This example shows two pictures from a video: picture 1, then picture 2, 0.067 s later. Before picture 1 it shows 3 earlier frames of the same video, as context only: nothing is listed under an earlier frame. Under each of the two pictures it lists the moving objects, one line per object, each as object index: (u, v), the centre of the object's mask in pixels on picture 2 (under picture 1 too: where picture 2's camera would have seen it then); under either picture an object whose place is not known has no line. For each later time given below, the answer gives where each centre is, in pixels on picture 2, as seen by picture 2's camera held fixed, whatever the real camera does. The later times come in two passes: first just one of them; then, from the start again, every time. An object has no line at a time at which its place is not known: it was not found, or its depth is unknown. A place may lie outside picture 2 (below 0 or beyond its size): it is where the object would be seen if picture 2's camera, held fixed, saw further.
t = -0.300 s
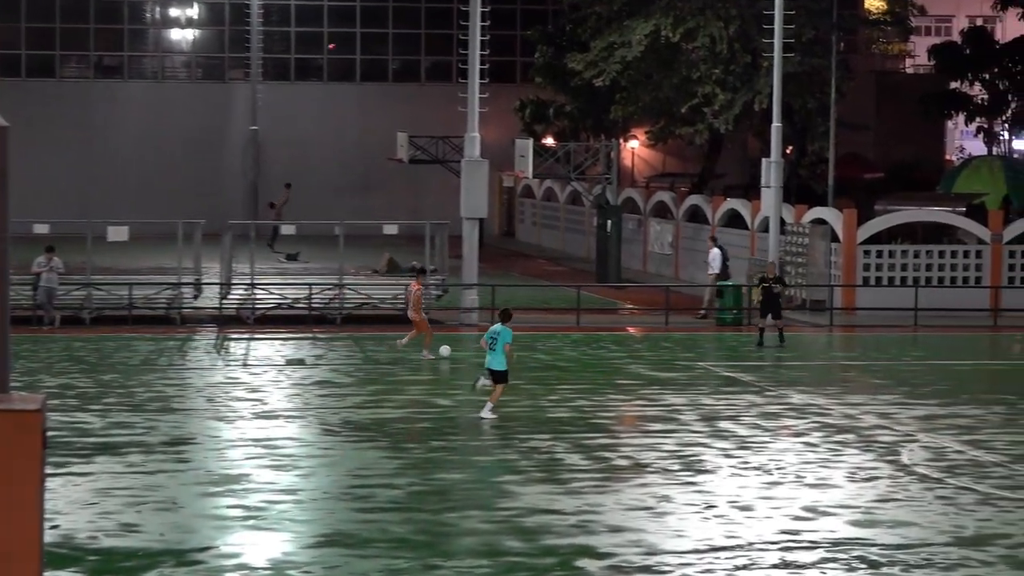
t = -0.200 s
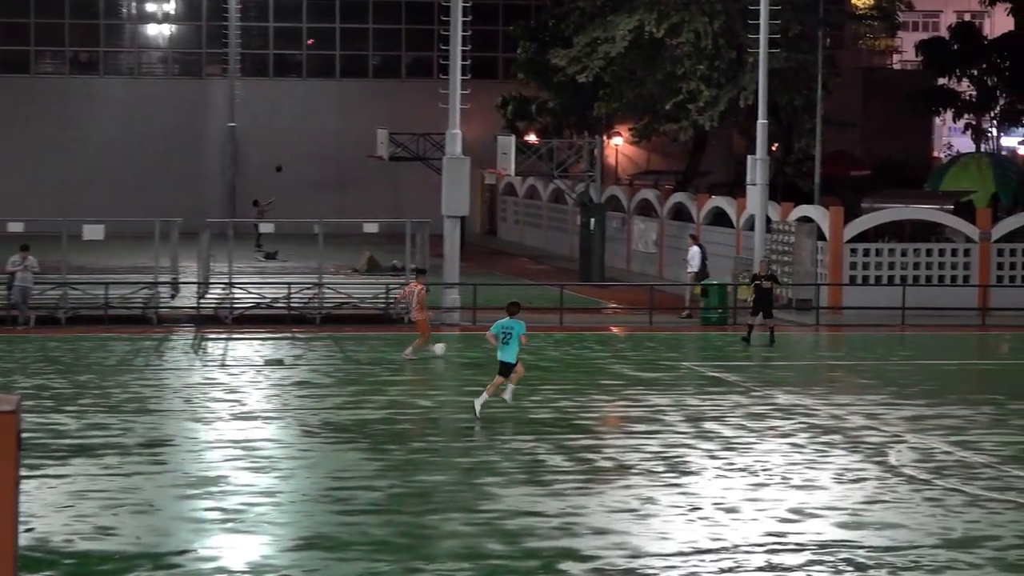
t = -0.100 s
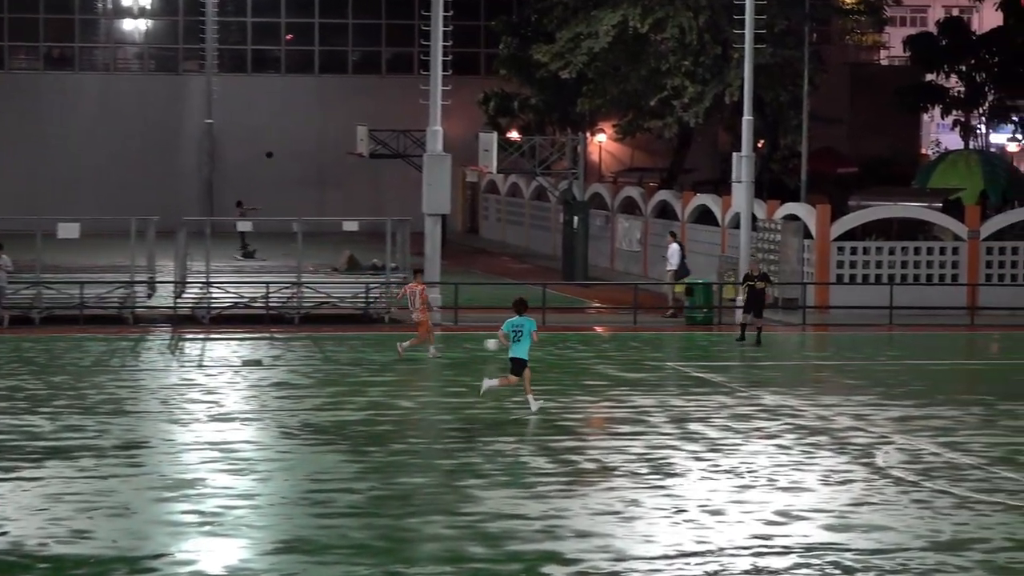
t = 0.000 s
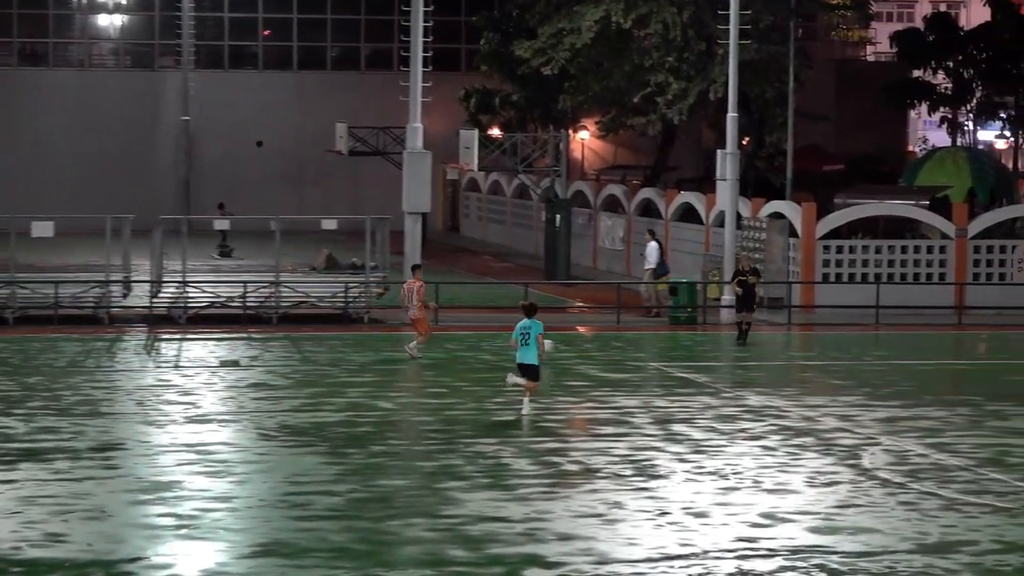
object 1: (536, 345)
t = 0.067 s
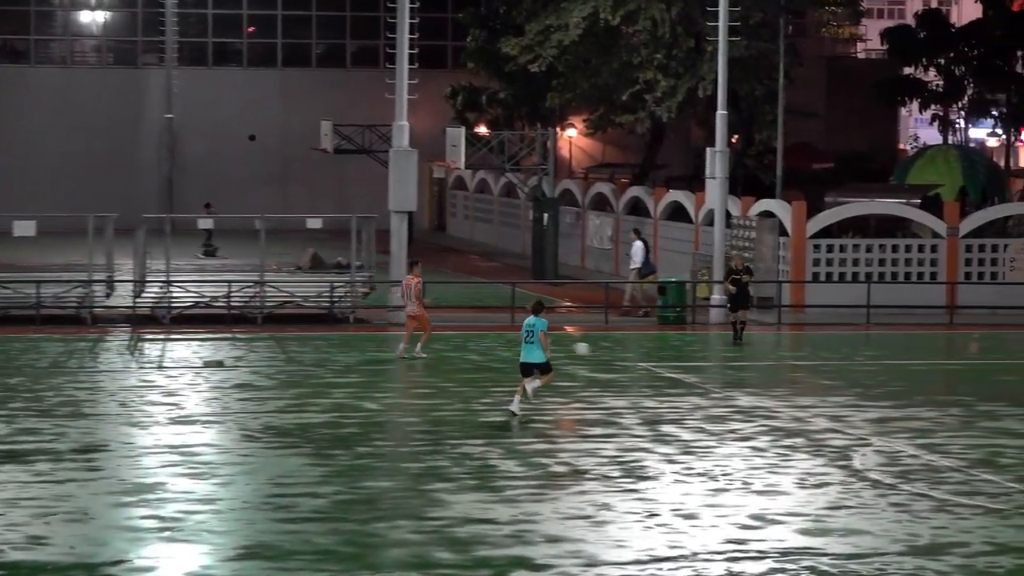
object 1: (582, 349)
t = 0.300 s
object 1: (741, 354)
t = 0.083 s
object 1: (594, 350)
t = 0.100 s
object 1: (605, 351)
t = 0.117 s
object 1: (618, 353)
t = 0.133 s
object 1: (629, 354)
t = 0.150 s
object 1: (641, 356)
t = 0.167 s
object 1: (653, 358)
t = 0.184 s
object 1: (665, 358)
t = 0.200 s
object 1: (676, 357)
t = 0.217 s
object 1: (687, 356)
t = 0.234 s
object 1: (698, 355)
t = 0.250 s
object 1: (708, 355)
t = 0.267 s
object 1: (719, 354)
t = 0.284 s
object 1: (730, 354)
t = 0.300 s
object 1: (741, 354)
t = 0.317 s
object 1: (752, 354)
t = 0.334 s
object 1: (762, 354)
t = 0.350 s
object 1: (773, 354)
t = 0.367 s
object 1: (784, 354)
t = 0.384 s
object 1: (795, 355)
